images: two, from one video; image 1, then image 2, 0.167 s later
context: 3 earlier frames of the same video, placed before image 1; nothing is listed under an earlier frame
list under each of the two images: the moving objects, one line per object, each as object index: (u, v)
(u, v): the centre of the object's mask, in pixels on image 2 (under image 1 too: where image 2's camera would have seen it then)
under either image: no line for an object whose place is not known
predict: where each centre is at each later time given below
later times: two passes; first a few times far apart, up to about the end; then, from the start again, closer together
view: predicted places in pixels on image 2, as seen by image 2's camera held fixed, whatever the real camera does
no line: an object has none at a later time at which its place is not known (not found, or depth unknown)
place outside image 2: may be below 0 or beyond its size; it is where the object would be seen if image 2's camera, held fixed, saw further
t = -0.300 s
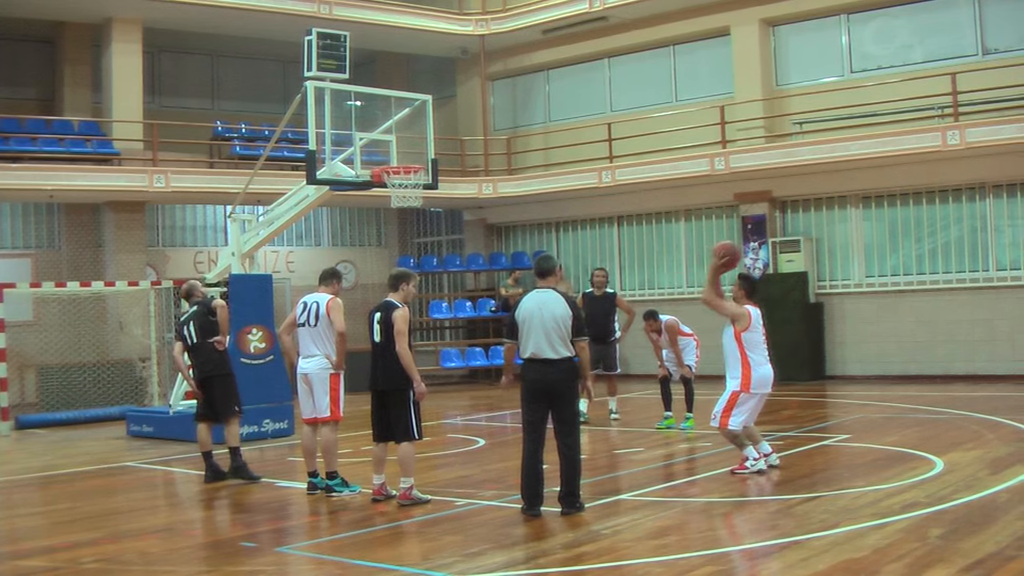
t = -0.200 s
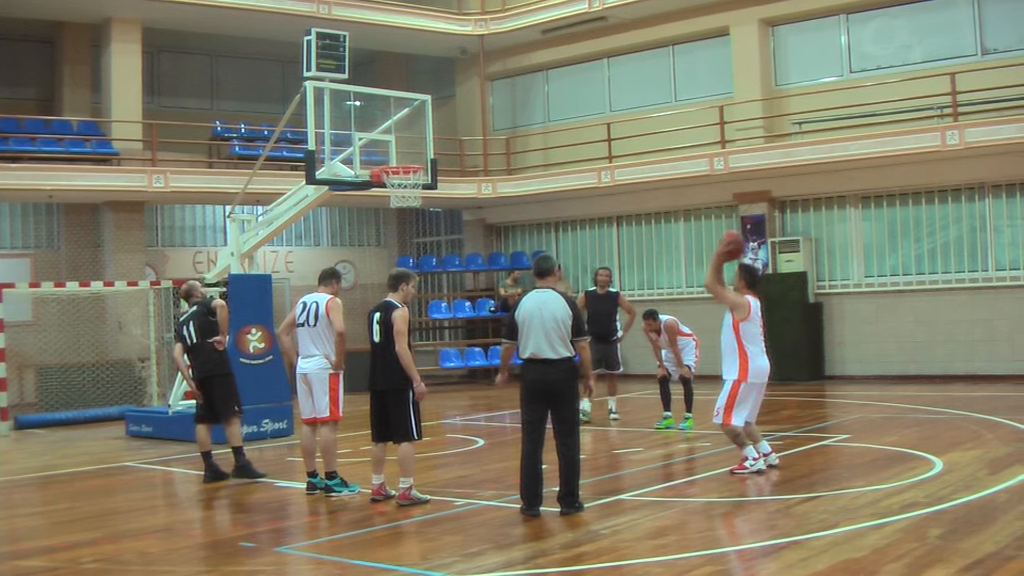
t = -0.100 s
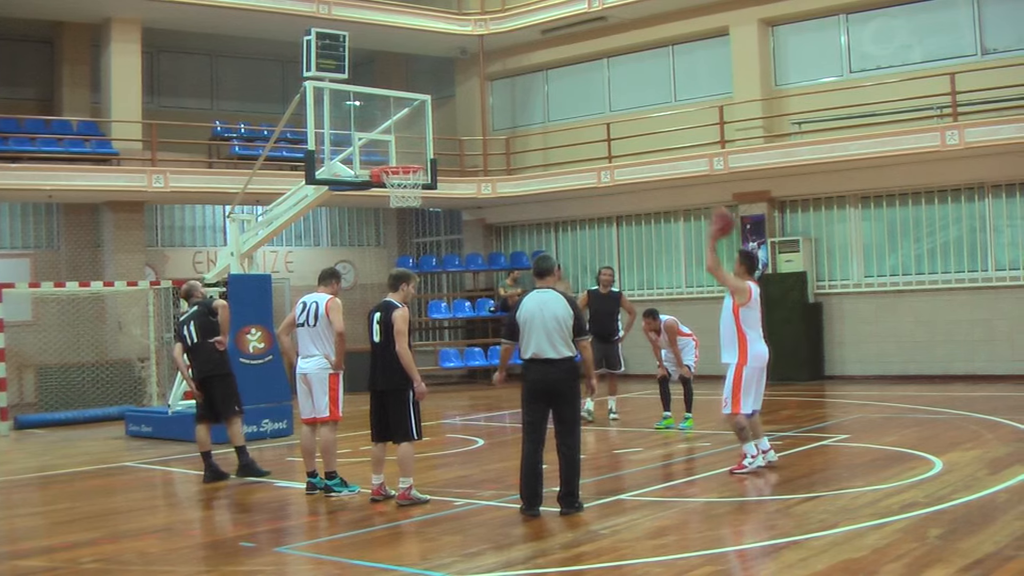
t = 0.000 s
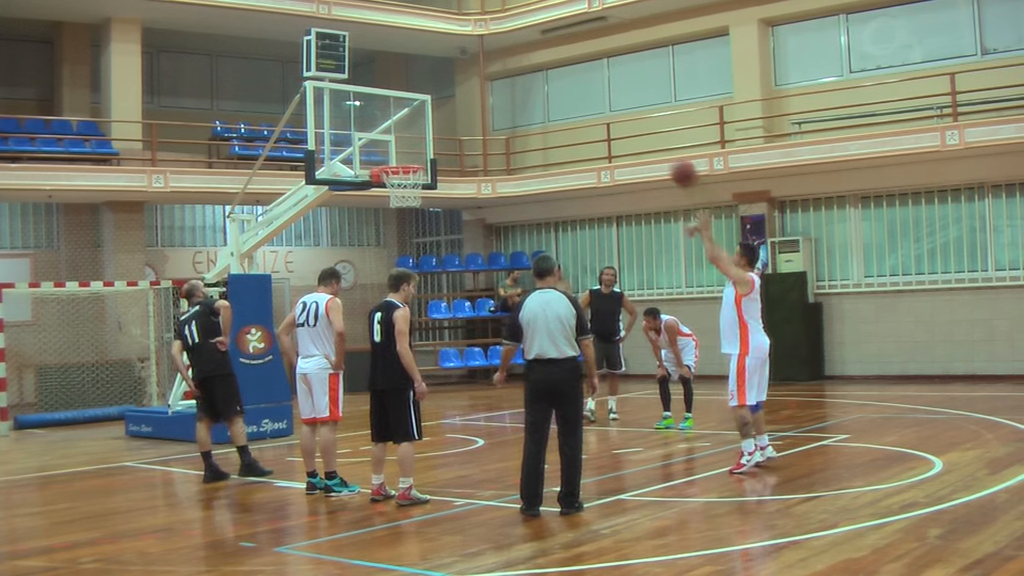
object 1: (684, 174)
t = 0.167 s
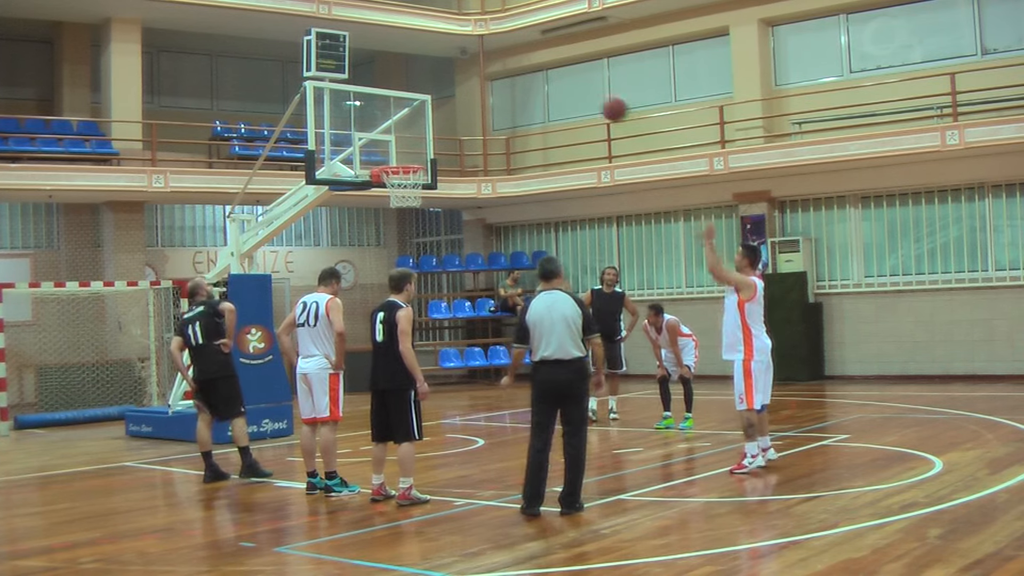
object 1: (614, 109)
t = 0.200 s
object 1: (601, 100)
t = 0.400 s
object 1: (530, 75)
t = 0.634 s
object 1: (455, 92)
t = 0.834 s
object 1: (399, 146)
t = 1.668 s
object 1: (455, 173)
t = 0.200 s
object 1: (601, 100)
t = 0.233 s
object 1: (589, 93)
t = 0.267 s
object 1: (576, 87)
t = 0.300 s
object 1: (564, 82)
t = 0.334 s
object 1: (553, 78)
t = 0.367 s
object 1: (542, 75)
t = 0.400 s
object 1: (530, 75)
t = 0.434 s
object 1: (521, 73)
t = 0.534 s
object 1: (486, 78)
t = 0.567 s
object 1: (476, 81)
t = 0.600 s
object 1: (465, 86)
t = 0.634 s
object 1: (455, 92)
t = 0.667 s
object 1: (446, 98)
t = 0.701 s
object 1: (437, 106)
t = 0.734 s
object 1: (427, 116)
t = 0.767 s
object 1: (418, 124)
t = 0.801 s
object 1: (409, 135)
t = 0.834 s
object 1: (399, 146)
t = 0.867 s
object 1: (390, 157)
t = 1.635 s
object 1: (454, 162)
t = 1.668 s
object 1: (455, 173)
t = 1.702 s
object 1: (458, 184)
